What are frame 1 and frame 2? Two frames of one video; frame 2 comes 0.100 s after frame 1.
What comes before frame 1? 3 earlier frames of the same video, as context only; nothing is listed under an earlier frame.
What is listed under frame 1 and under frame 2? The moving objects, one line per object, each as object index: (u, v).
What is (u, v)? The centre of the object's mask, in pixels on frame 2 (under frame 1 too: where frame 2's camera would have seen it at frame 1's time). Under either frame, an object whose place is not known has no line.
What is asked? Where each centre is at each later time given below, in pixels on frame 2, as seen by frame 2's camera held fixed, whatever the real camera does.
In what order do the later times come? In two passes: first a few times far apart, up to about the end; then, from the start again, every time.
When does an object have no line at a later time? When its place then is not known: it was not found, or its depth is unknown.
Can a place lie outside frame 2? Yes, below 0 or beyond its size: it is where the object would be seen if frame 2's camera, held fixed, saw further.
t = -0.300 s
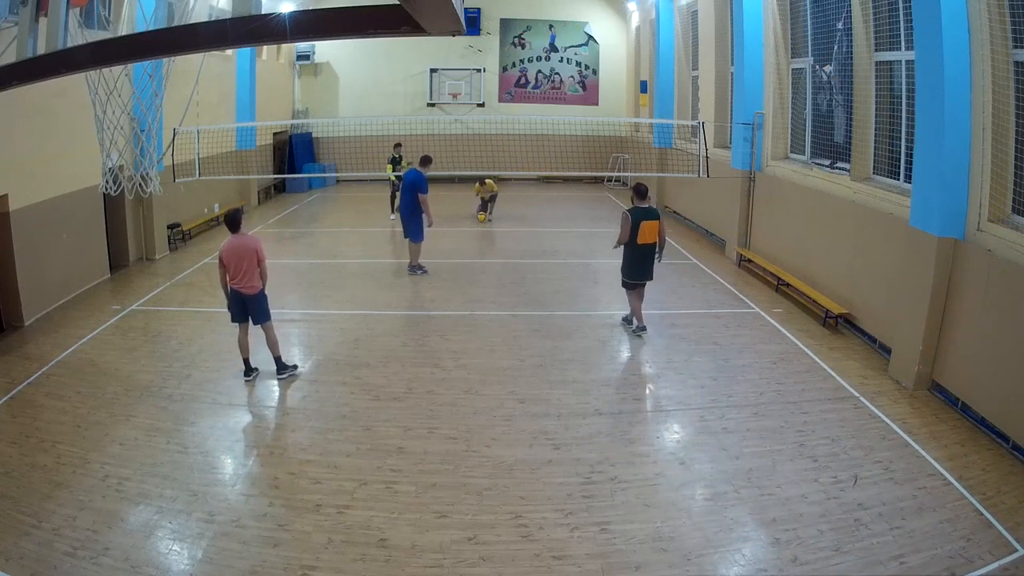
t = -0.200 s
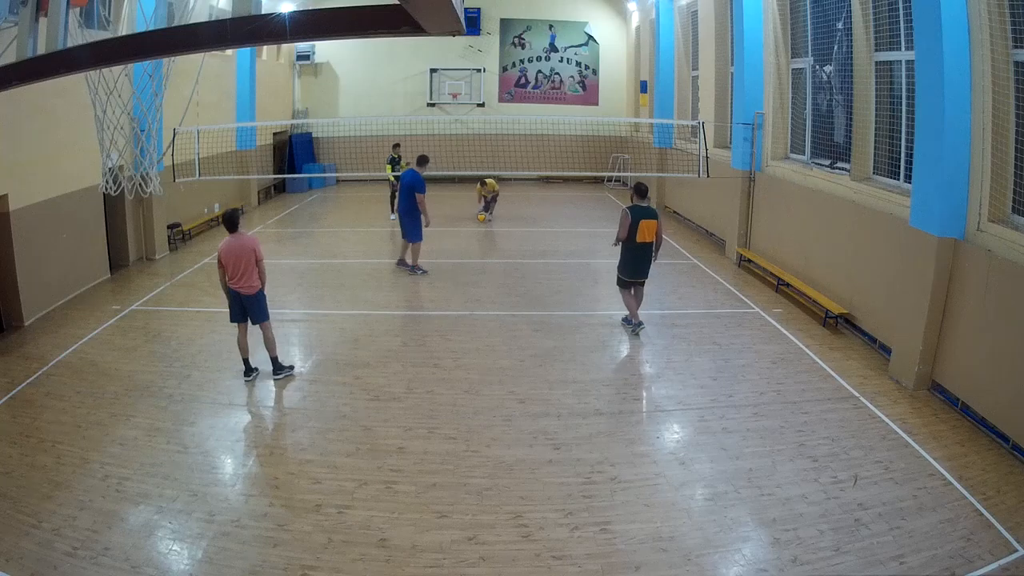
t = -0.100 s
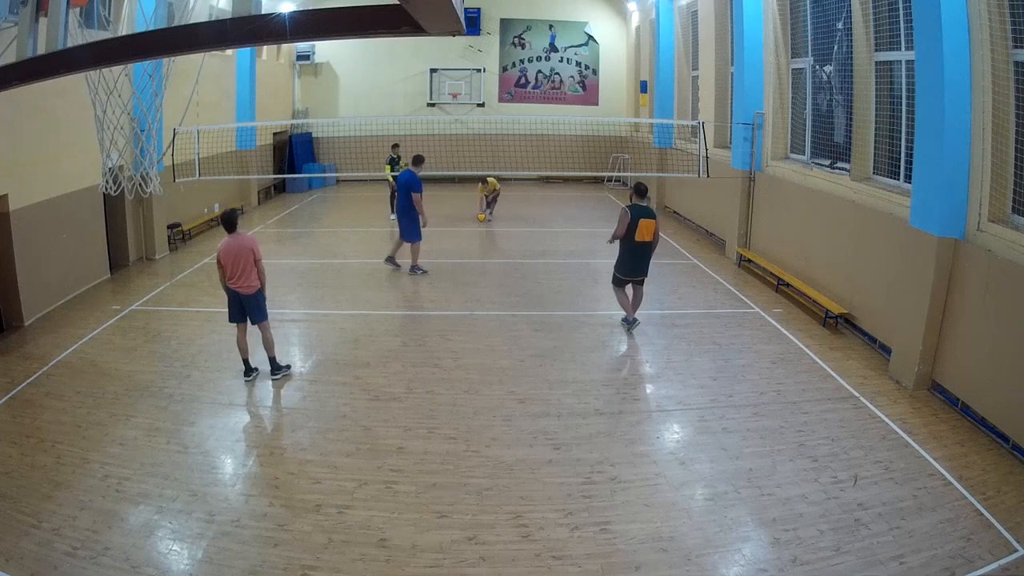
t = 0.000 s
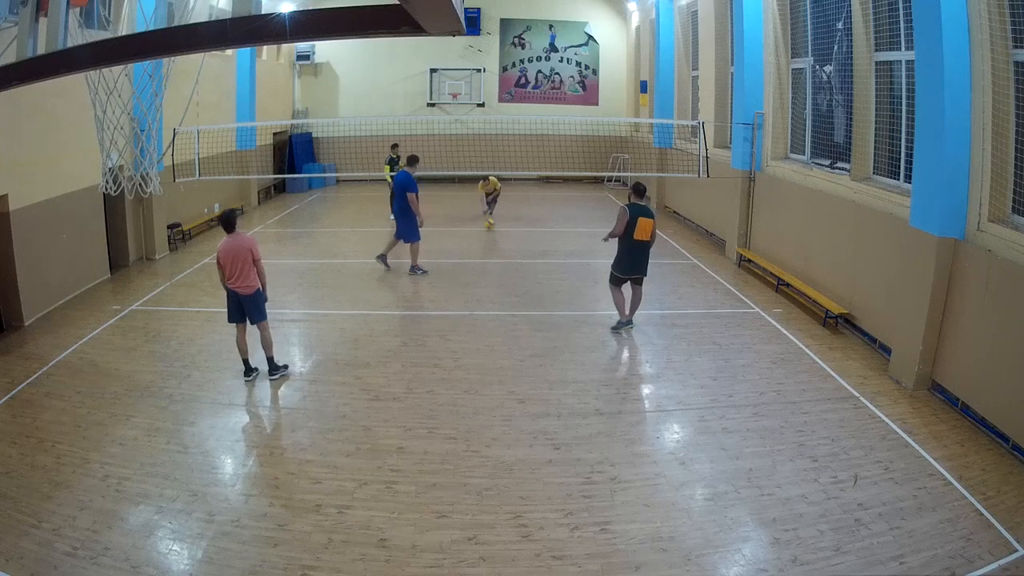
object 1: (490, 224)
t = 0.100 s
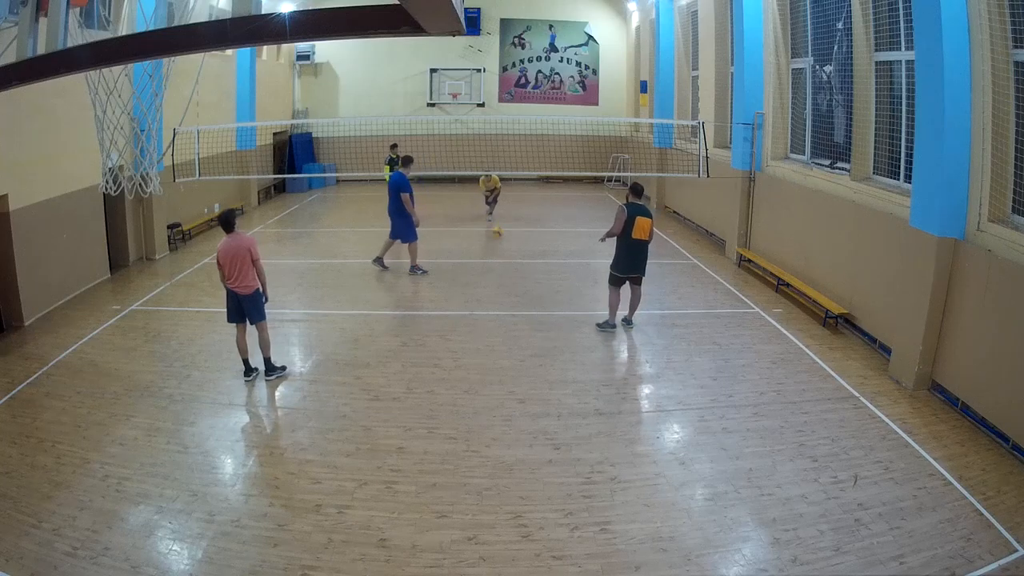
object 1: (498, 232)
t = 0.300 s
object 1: (516, 248)
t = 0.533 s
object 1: (540, 270)
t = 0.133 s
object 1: (500, 233)
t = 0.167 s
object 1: (503, 235)
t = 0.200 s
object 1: (507, 240)
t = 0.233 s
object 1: (510, 244)
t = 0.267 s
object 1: (513, 245)
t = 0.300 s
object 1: (516, 248)
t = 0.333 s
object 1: (518, 249)
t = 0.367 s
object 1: (522, 253)
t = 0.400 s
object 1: (526, 258)
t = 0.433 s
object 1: (529, 260)
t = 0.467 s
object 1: (532, 262)
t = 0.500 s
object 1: (536, 266)
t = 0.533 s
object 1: (540, 270)
